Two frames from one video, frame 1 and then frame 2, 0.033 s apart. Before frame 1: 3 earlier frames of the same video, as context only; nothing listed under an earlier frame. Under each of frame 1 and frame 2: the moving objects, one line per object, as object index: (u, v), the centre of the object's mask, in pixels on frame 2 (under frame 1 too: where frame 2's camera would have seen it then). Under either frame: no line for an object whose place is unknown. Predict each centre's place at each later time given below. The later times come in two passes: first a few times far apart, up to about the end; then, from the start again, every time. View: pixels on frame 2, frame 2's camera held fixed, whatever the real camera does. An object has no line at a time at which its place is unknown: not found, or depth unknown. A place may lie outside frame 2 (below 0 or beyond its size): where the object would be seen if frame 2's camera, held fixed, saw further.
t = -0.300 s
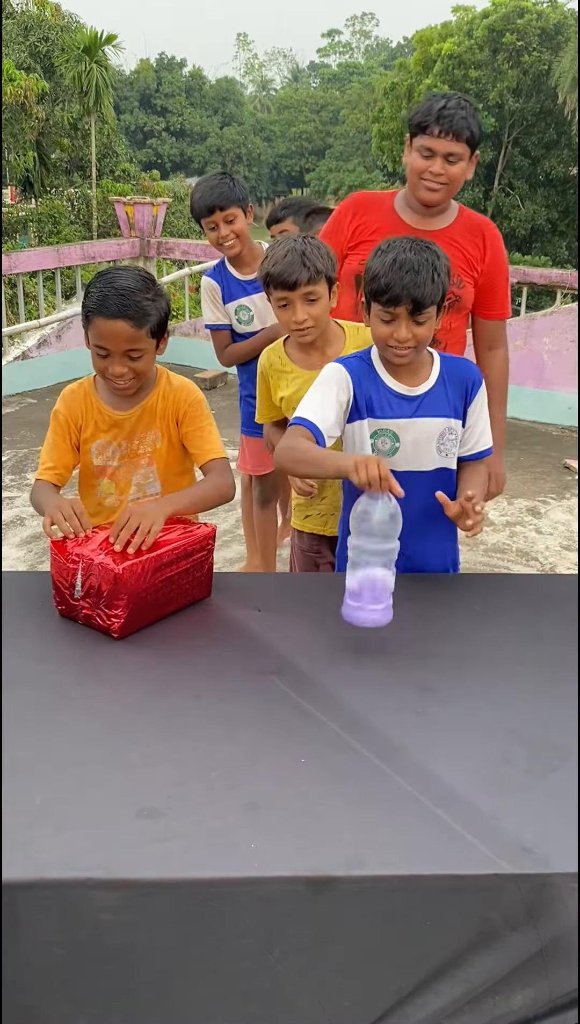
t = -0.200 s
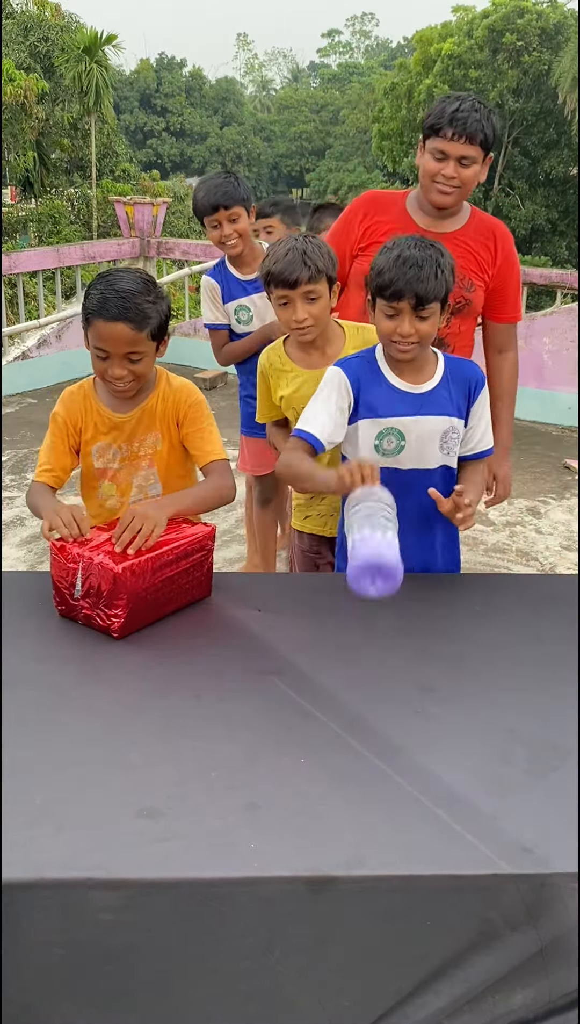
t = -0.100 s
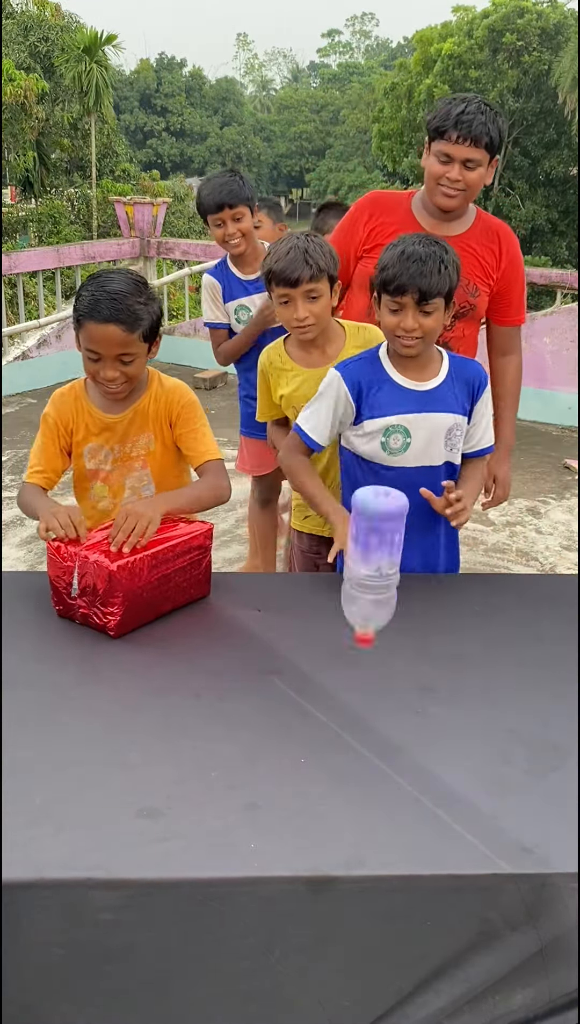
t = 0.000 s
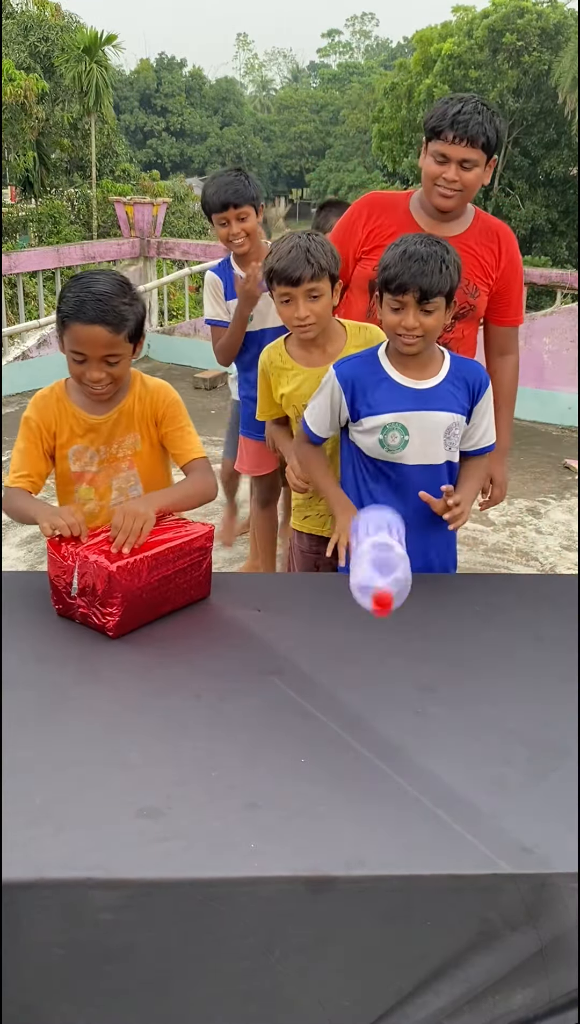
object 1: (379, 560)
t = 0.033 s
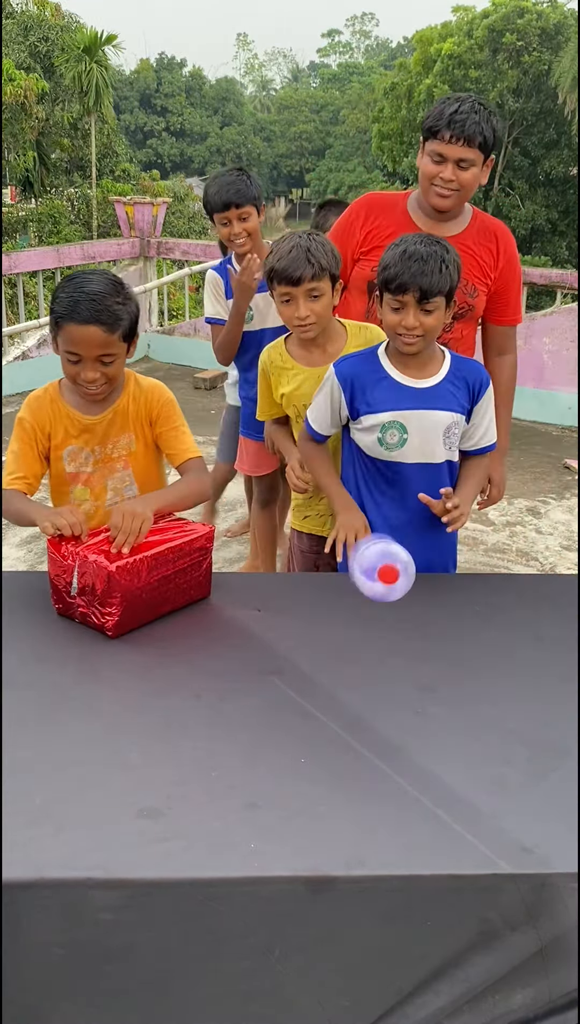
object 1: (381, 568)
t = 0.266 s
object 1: (382, 642)
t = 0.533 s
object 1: (403, 701)
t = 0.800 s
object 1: (403, 706)
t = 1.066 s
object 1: (407, 705)
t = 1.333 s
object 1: (411, 705)
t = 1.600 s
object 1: (414, 704)
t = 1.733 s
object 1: (416, 704)
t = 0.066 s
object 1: (381, 589)
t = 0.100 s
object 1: (380, 618)
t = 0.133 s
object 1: (378, 637)
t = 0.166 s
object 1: (379, 638)
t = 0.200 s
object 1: (380, 639)
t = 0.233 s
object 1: (380, 641)
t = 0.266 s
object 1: (382, 642)
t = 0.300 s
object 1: (384, 643)
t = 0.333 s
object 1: (385, 645)
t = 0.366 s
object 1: (387, 648)
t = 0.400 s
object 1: (389, 652)
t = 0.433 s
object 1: (392, 658)
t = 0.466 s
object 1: (396, 668)
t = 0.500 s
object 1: (399, 682)
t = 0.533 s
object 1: (403, 701)
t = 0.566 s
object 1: (404, 706)
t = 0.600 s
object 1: (405, 704)
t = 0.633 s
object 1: (404, 706)
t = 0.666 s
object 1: (403, 706)
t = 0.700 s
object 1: (403, 706)
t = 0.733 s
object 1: (403, 706)
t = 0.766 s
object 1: (403, 706)
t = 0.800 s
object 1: (403, 706)
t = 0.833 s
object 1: (403, 706)
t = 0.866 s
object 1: (403, 706)
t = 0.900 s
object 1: (403, 706)
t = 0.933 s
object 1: (405, 706)
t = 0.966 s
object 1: (406, 705)
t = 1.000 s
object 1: (407, 705)
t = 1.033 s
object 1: (407, 705)
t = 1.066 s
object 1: (407, 705)
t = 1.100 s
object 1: (407, 705)
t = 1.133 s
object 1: (407, 705)
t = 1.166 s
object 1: (408, 705)
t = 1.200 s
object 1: (409, 705)
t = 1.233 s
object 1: (411, 705)
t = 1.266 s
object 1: (411, 705)
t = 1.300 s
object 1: (411, 705)
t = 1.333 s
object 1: (411, 705)
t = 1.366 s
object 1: (411, 705)
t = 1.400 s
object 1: (412, 705)
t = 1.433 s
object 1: (412, 705)
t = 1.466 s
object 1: (413, 704)
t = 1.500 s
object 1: (414, 704)
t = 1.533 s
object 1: (414, 704)
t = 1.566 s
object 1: (414, 704)
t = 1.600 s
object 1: (414, 704)
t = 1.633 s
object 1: (414, 704)
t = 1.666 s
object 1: (415, 704)
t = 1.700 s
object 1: (415, 704)
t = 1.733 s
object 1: (416, 704)
